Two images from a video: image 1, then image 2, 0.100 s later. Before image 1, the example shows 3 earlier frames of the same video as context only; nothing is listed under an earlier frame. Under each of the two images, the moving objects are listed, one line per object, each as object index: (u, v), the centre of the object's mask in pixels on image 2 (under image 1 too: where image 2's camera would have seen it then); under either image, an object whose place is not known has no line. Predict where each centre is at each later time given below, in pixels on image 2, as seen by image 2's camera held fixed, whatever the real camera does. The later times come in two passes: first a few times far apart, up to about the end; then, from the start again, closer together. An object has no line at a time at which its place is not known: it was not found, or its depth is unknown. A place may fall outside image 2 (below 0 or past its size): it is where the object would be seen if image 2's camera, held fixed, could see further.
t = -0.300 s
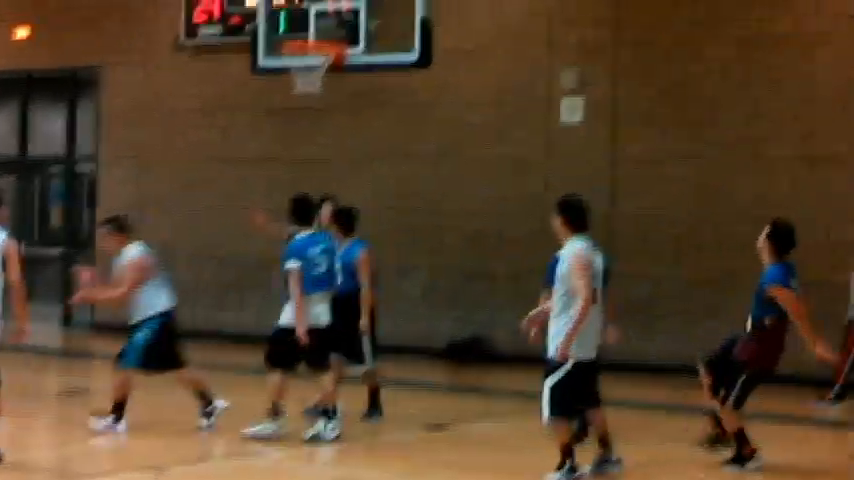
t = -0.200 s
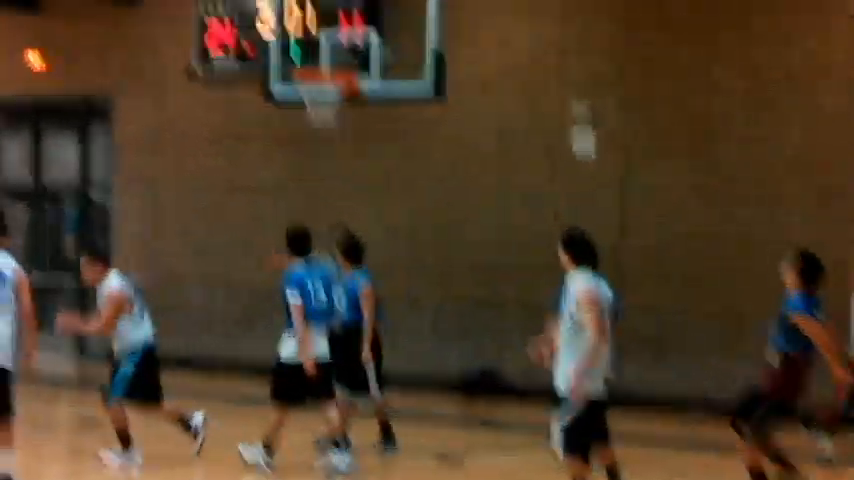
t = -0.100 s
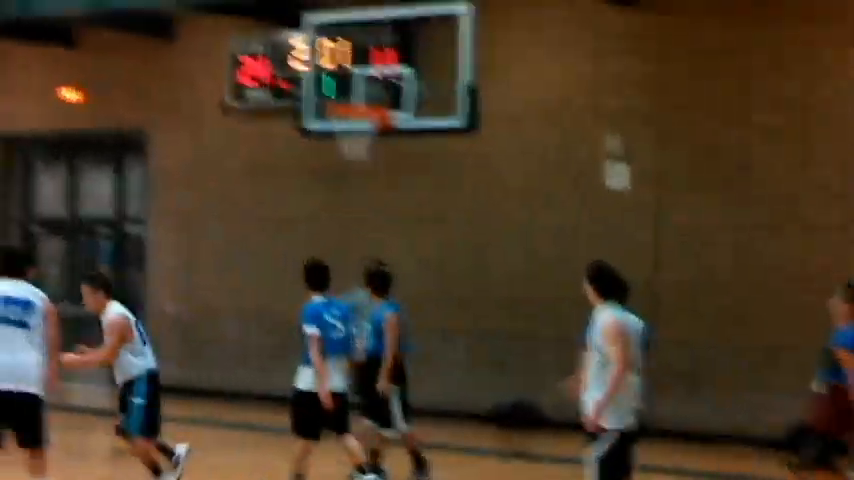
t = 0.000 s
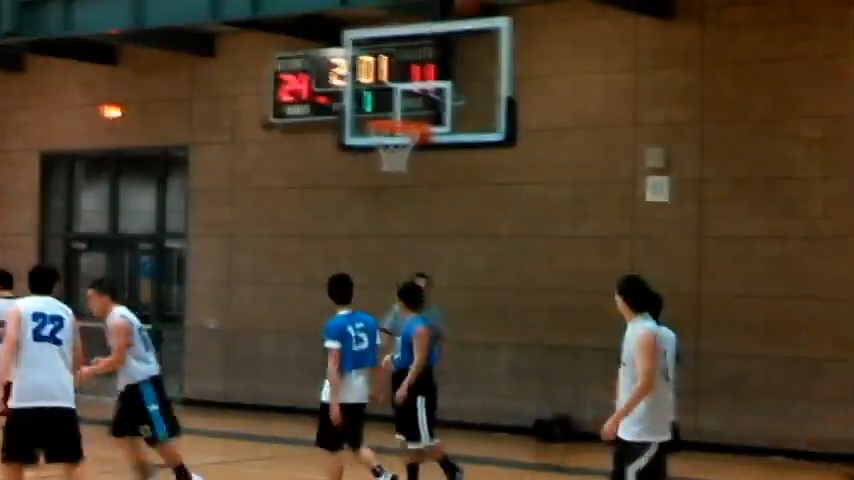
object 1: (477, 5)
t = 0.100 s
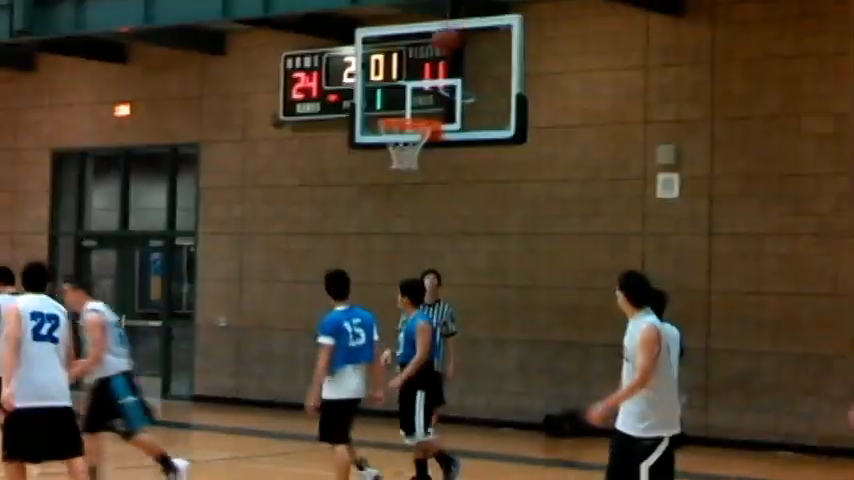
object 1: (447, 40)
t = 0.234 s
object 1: (408, 107)
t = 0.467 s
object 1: (418, 161)
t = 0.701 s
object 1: (434, 175)
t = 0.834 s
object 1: (439, 214)
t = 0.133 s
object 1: (437, 52)
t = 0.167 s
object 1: (426, 71)
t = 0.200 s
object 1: (419, 93)
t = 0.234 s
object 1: (408, 107)
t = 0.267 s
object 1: (399, 111)
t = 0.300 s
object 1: (397, 131)
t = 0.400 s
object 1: (408, 144)
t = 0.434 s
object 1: (415, 155)
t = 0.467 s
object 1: (418, 161)
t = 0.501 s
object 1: (424, 162)
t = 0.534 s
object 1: (427, 161)
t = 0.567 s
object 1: (427, 162)
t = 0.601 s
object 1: (429, 161)
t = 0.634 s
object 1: (430, 164)
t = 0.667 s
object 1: (431, 169)
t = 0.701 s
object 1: (434, 175)
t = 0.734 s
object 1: (436, 186)
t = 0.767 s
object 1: (436, 192)
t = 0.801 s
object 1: (438, 206)
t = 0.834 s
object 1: (439, 214)
